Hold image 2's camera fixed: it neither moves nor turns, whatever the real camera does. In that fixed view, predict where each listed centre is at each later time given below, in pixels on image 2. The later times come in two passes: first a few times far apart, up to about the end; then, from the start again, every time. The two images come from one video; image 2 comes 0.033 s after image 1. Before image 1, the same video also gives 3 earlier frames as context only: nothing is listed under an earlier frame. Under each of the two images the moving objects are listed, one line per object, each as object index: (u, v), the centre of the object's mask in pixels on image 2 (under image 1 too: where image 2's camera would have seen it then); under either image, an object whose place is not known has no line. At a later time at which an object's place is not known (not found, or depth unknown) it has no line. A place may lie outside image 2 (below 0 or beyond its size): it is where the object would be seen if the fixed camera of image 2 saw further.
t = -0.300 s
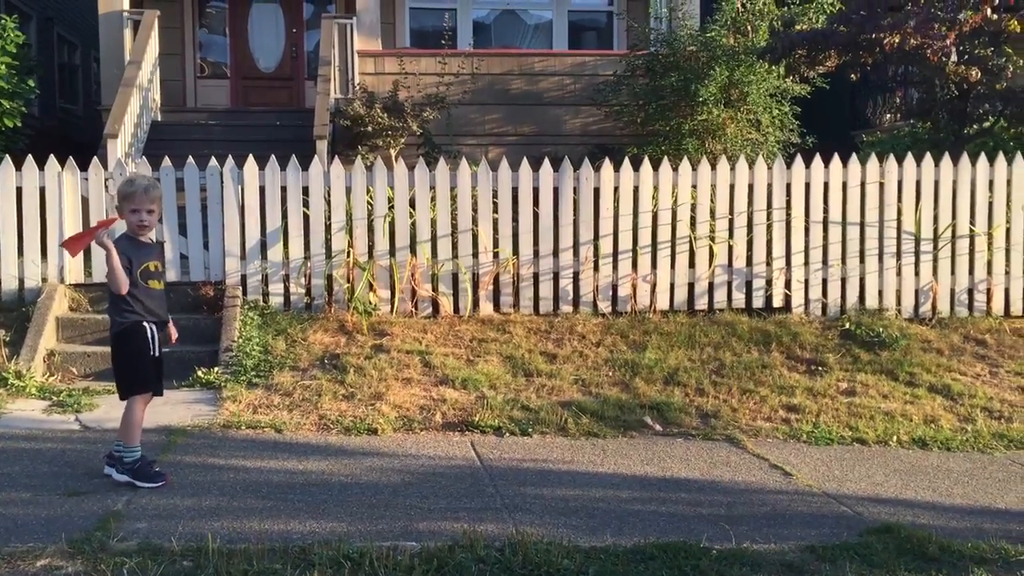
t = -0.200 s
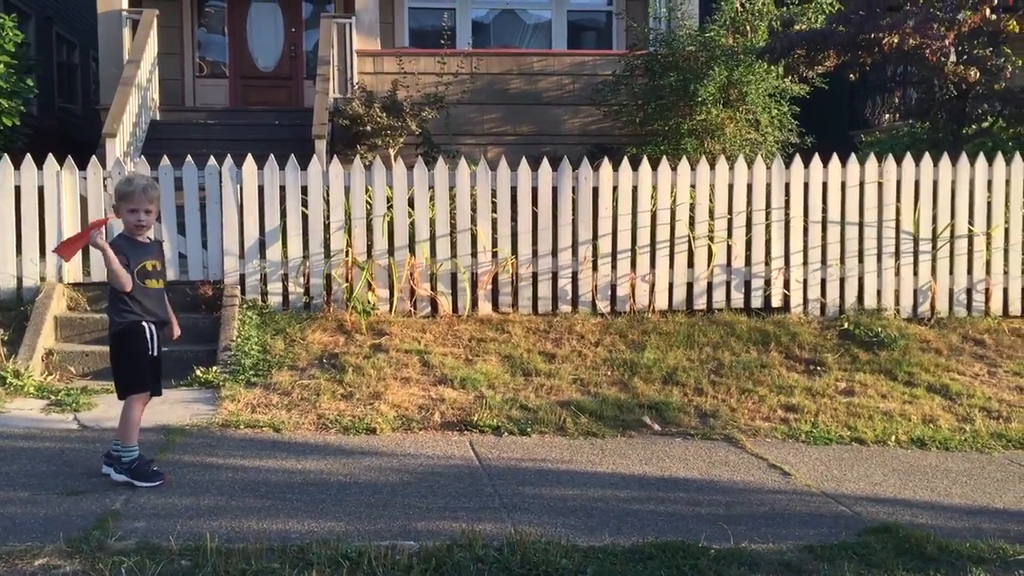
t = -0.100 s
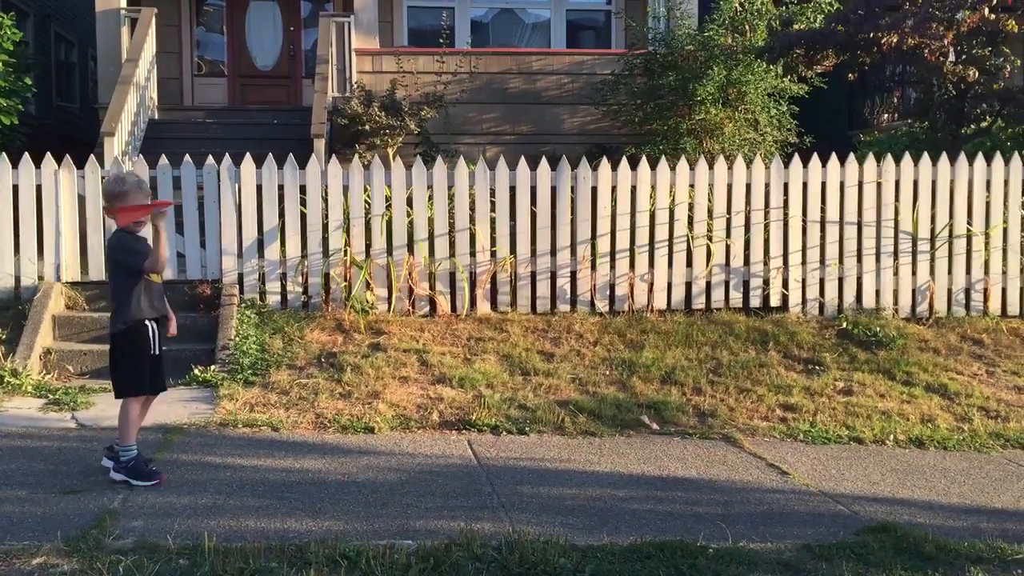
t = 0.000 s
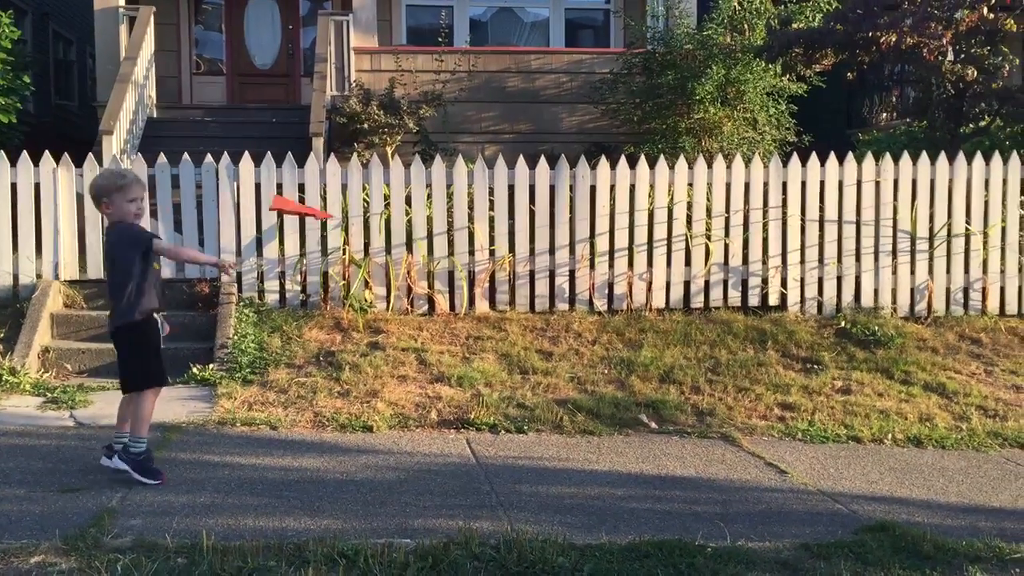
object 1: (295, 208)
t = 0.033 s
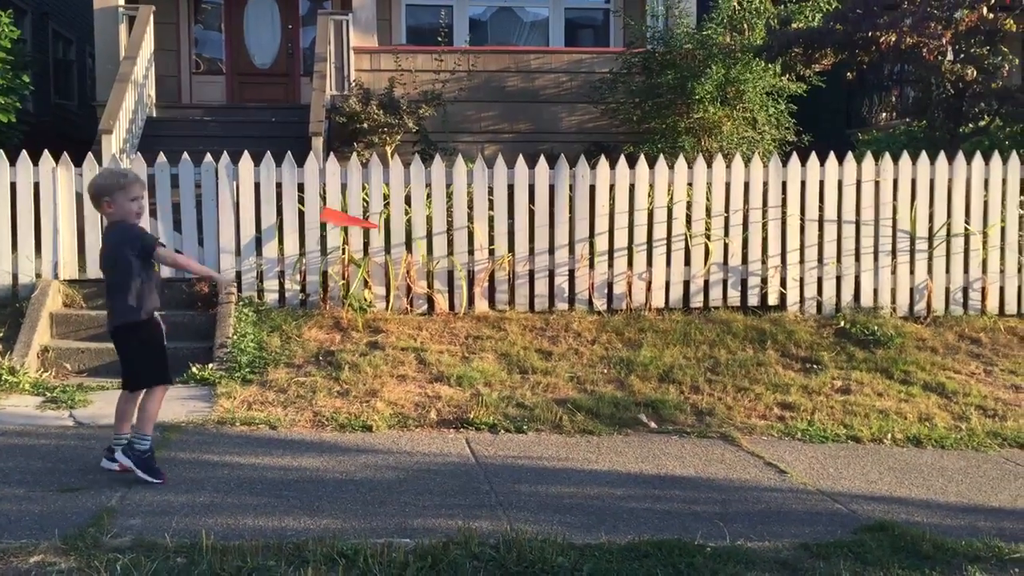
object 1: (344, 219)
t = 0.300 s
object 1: (626, 301)
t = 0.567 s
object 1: (835, 390)
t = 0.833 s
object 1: (1020, 459)
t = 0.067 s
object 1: (390, 233)
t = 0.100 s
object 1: (429, 245)
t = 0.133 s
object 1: (468, 256)
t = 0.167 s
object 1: (503, 264)
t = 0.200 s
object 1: (533, 273)
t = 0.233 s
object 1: (567, 281)
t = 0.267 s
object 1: (598, 291)
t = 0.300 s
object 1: (626, 301)
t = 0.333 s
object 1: (655, 311)
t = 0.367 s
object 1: (682, 320)
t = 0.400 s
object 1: (709, 332)
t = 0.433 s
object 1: (734, 343)
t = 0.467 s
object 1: (761, 354)
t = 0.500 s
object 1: (786, 366)
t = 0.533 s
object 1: (812, 378)
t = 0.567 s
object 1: (835, 390)
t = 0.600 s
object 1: (861, 403)
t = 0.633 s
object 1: (886, 414)
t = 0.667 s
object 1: (911, 426)
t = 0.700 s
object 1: (937, 439)
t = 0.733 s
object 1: (960, 449)
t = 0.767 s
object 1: (985, 460)
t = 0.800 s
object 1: (1003, 459)
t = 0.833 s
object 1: (1020, 459)
